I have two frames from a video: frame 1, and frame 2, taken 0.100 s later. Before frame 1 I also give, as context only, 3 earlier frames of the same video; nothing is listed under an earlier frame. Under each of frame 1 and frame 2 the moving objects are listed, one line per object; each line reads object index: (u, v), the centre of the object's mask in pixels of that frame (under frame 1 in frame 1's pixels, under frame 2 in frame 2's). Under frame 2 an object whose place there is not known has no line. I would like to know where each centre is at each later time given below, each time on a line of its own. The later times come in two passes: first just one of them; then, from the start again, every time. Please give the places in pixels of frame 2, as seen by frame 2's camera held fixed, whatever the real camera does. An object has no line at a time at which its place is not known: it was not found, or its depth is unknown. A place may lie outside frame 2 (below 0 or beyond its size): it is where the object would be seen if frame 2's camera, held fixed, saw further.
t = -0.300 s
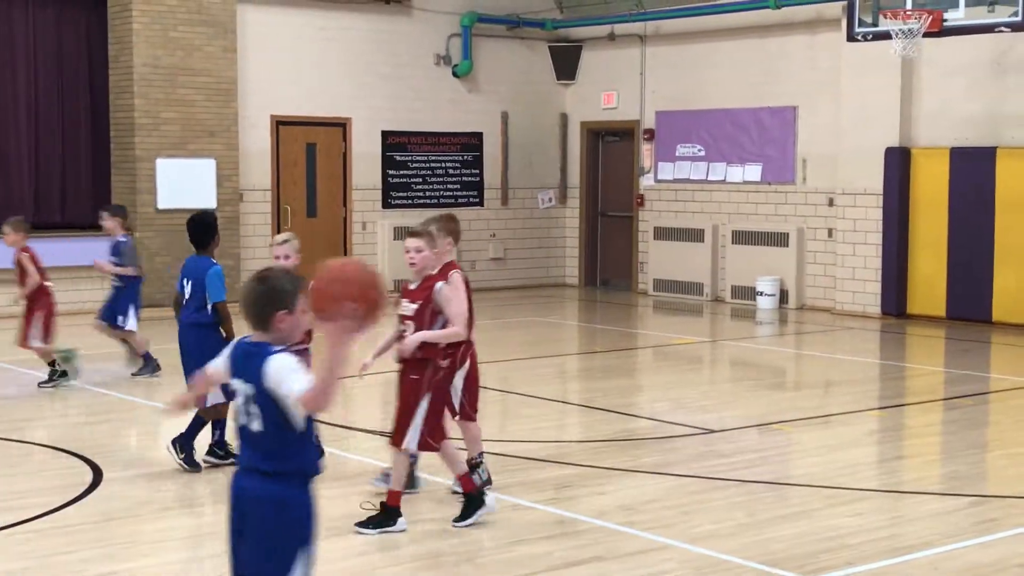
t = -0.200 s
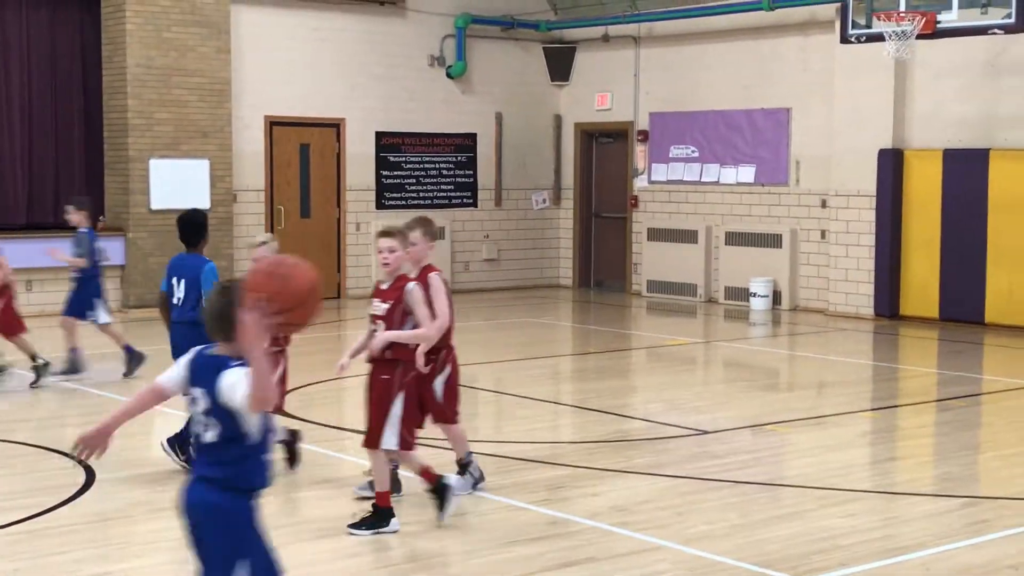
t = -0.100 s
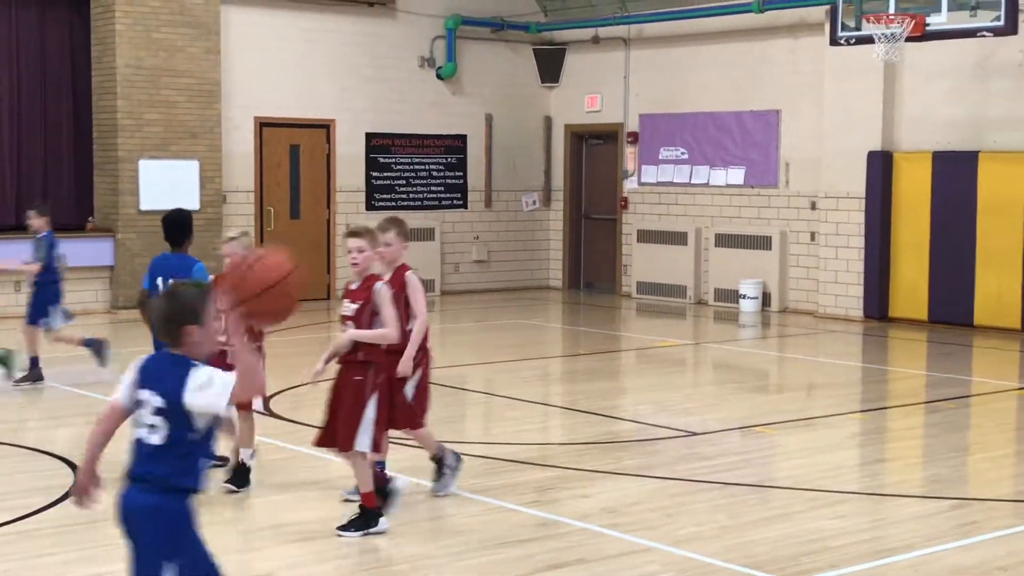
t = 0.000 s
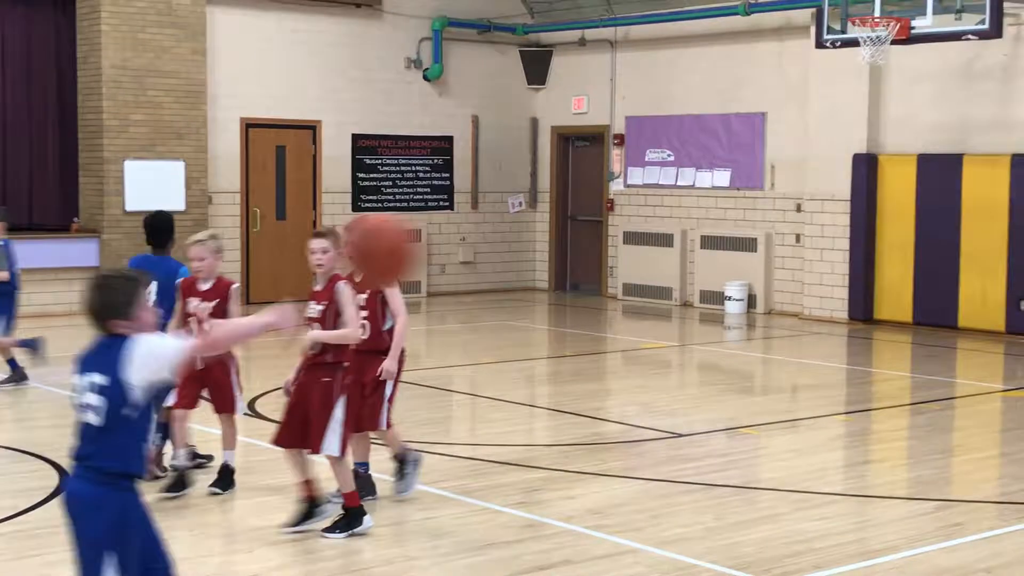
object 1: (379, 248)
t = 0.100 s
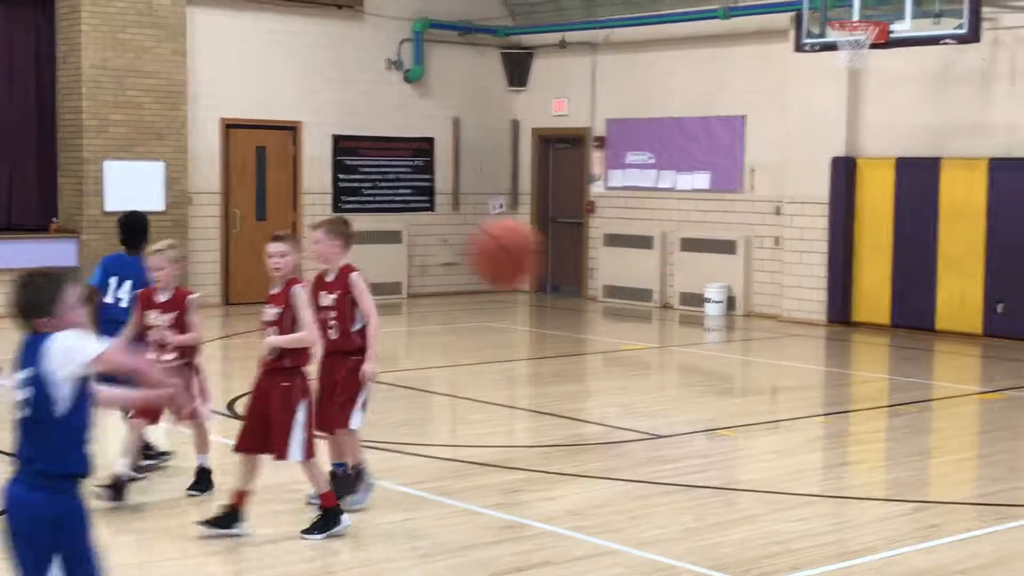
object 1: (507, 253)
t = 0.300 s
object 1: (744, 338)
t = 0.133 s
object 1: (552, 261)
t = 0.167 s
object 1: (589, 269)
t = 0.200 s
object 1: (631, 283)
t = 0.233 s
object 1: (671, 299)
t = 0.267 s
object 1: (707, 316)
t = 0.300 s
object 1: (744, 338)
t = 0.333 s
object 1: (777, 359)
